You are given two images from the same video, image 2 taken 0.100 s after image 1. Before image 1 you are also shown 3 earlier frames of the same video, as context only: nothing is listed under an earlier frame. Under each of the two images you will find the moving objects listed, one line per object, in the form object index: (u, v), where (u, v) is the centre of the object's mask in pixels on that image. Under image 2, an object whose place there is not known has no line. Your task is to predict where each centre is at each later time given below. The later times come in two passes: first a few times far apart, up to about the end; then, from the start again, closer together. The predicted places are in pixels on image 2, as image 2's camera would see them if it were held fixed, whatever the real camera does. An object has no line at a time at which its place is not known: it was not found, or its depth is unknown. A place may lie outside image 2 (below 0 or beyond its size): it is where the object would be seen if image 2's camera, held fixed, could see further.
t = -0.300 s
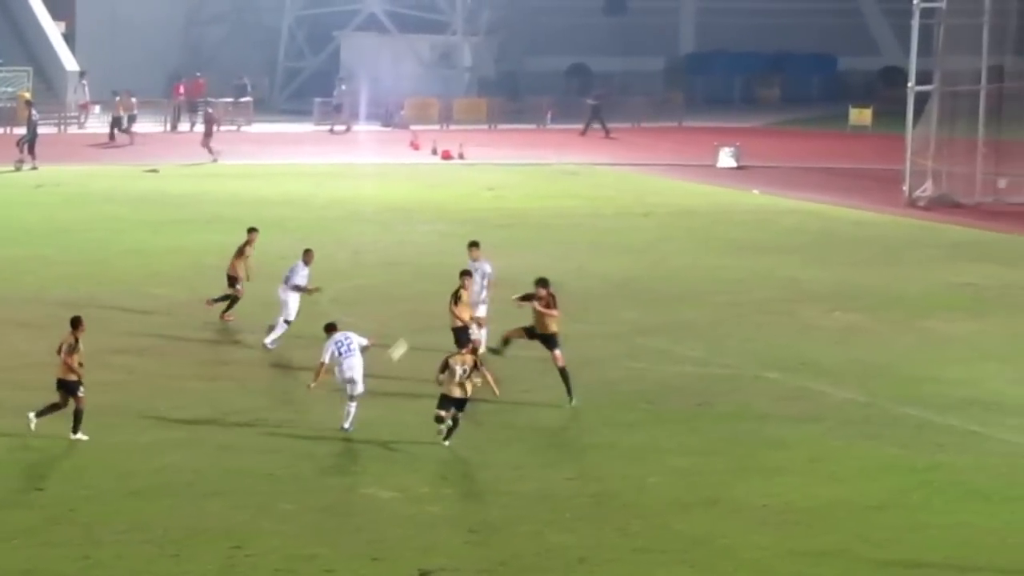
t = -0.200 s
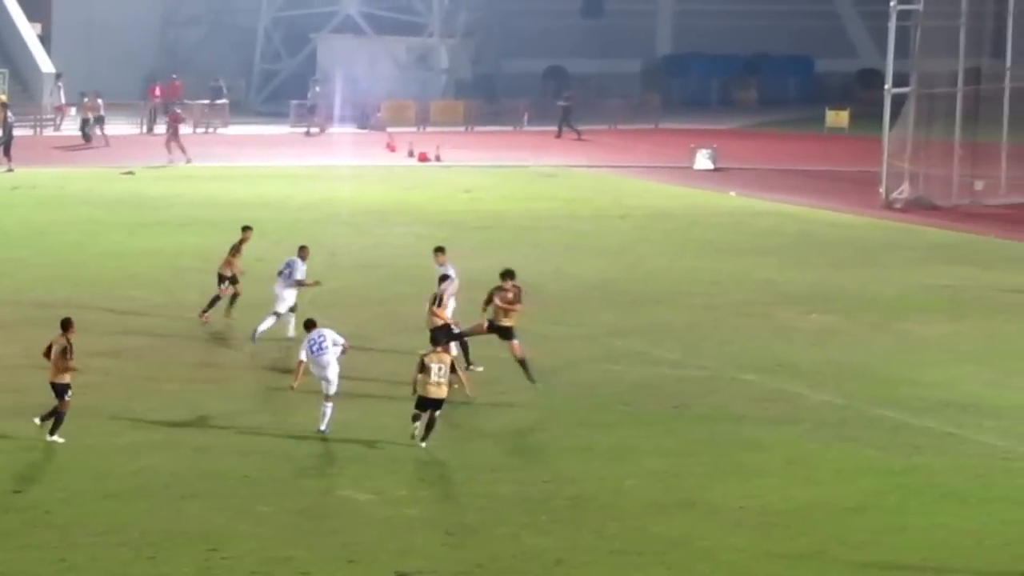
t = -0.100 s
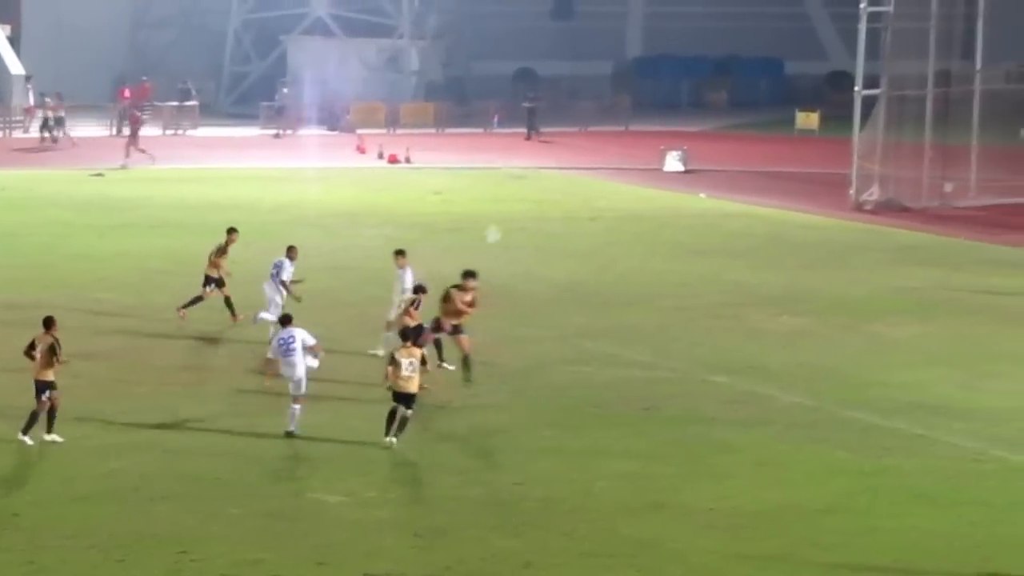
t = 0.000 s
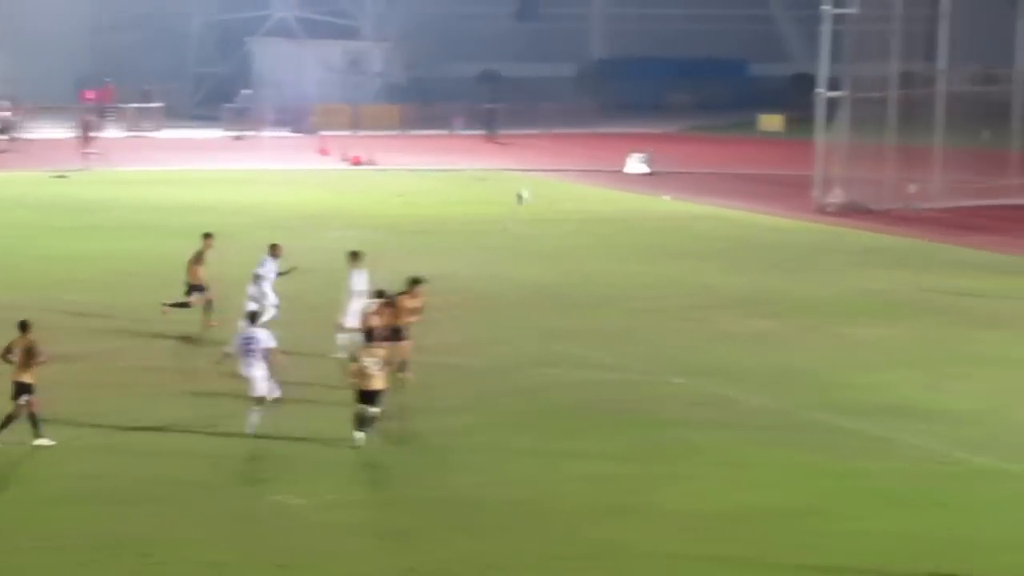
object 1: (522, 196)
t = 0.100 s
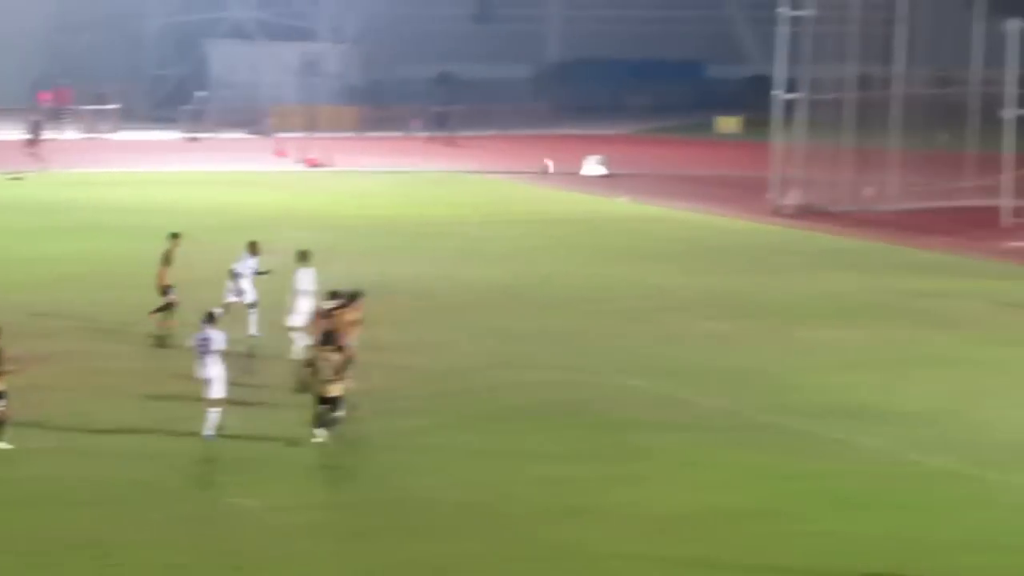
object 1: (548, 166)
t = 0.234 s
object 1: (632, 135)
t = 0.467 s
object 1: (769, 113)
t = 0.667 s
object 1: (881, 116)
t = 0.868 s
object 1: (987, 139)
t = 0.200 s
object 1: (612, 142)
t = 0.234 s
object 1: (632, 135)
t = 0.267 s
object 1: (653, 130)
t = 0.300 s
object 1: (673, 125)
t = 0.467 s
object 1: (769, 113)
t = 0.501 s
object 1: (789, 112)
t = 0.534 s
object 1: (808, 111)
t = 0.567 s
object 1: (827, 112)
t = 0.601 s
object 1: (845, 112)
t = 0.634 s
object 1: (863, 114)
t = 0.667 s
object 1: (881, 116)
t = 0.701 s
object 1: (899, 118)
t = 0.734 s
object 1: (917, 122)
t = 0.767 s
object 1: (935, 125)
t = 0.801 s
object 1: (952, 129)
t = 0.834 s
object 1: (970, 134)
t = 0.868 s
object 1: (987, 139)
